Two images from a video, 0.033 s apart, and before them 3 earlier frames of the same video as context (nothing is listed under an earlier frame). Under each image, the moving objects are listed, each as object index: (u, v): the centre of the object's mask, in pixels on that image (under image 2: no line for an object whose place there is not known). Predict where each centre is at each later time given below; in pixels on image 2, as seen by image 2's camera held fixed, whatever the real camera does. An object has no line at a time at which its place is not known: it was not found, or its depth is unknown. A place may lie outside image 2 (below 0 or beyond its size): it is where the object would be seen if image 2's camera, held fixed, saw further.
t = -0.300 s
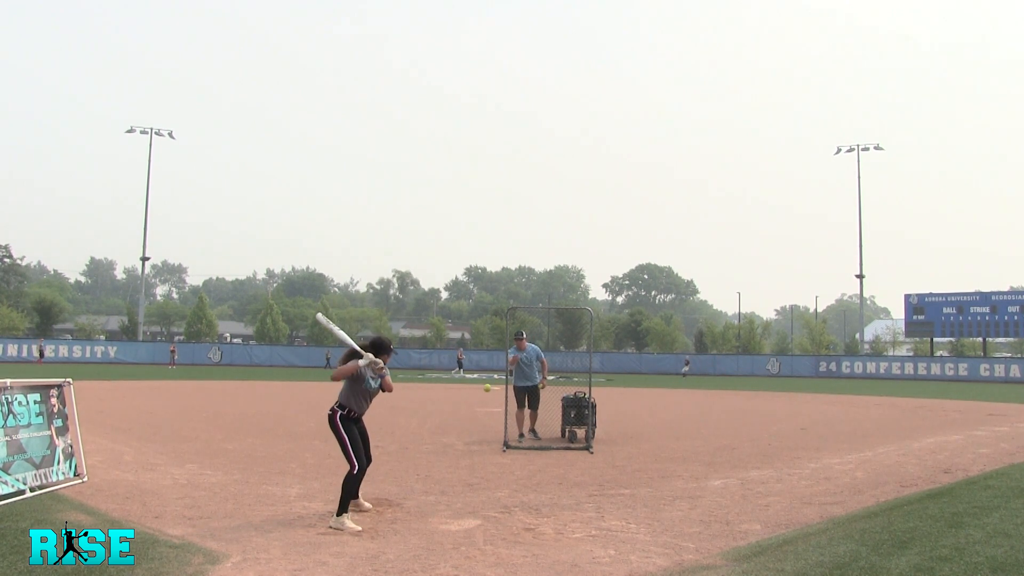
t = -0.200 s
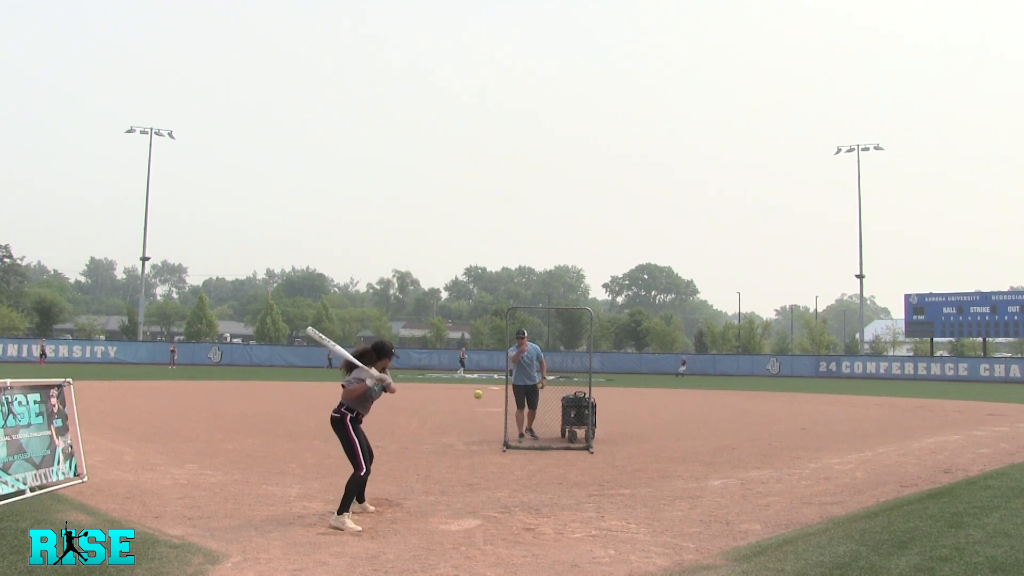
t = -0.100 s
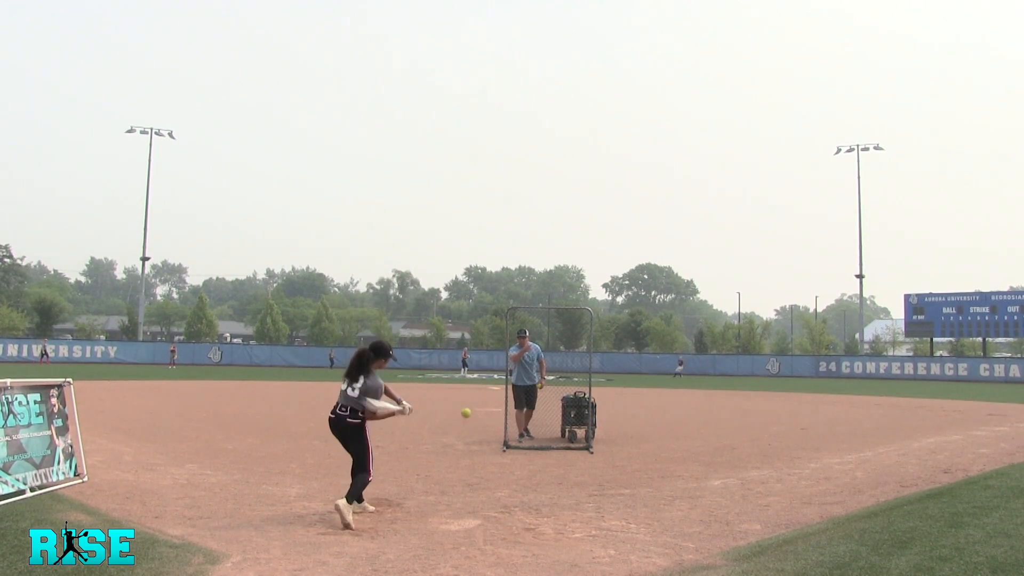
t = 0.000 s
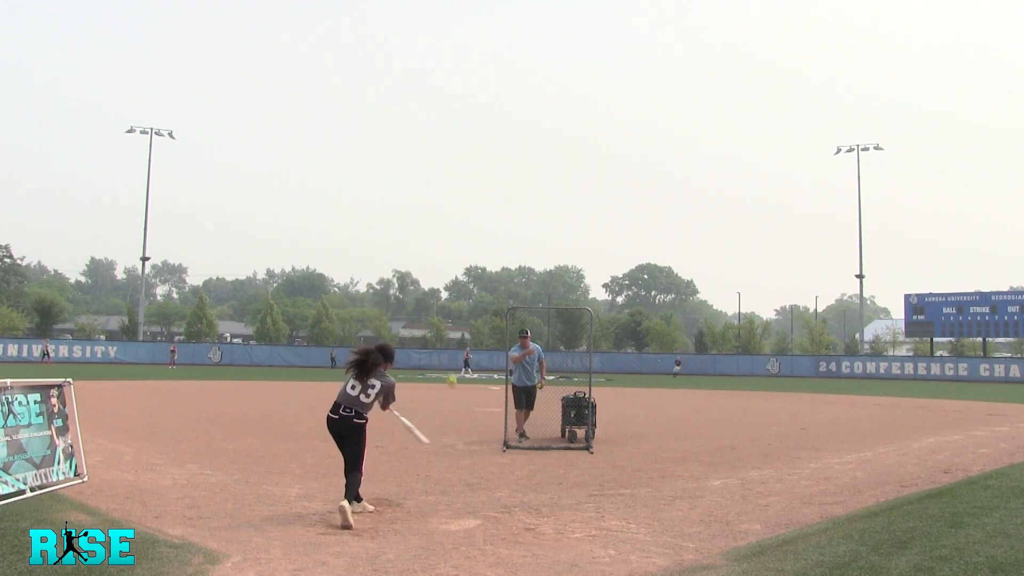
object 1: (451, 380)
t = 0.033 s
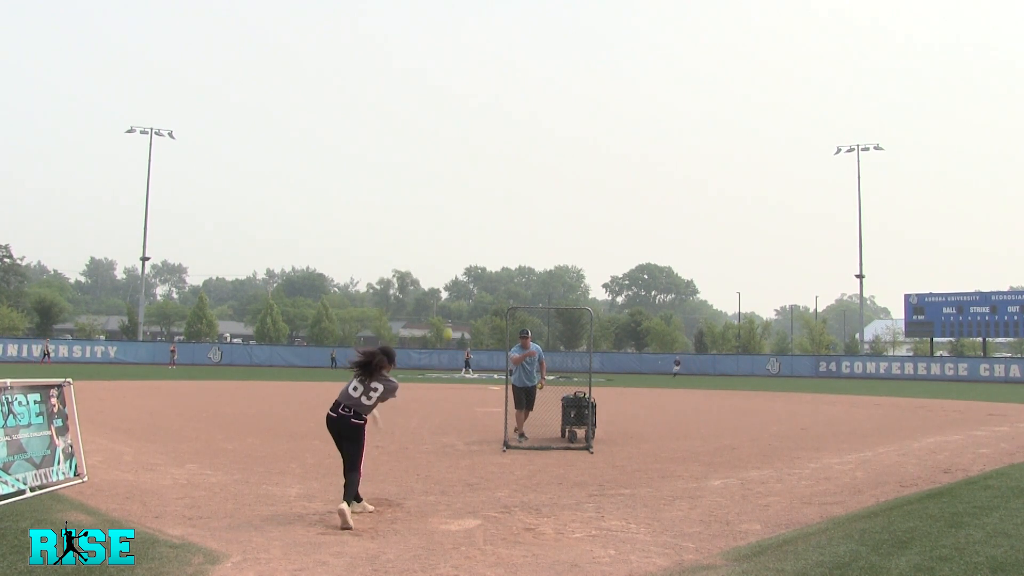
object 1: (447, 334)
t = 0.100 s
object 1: (442, 260)
